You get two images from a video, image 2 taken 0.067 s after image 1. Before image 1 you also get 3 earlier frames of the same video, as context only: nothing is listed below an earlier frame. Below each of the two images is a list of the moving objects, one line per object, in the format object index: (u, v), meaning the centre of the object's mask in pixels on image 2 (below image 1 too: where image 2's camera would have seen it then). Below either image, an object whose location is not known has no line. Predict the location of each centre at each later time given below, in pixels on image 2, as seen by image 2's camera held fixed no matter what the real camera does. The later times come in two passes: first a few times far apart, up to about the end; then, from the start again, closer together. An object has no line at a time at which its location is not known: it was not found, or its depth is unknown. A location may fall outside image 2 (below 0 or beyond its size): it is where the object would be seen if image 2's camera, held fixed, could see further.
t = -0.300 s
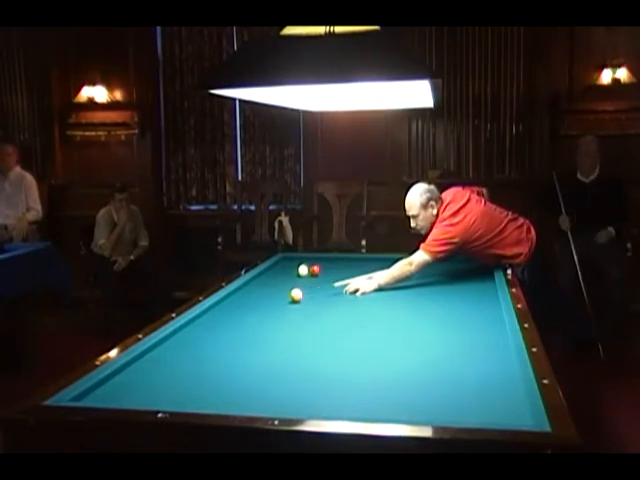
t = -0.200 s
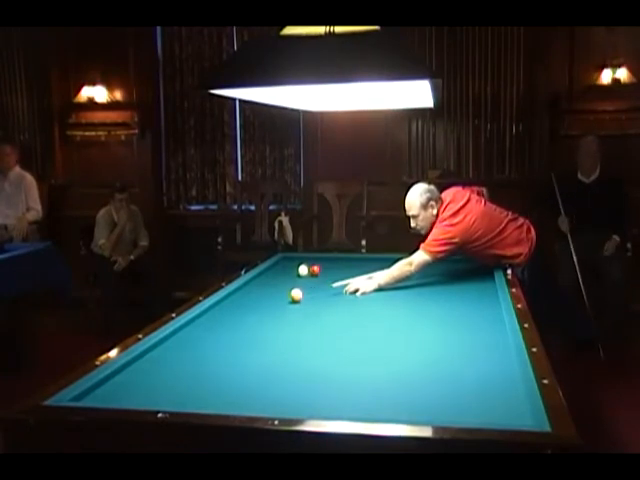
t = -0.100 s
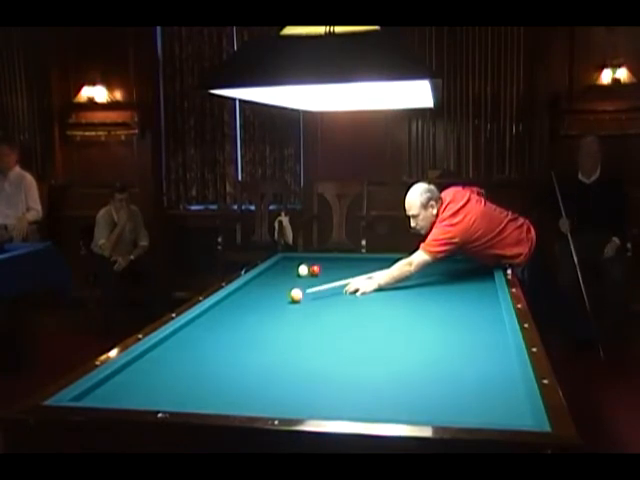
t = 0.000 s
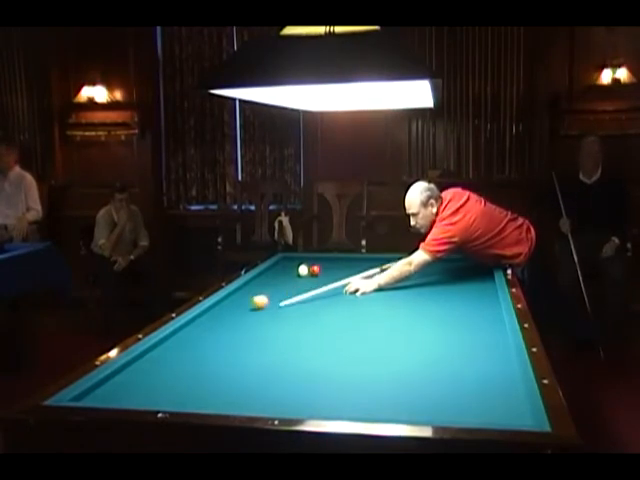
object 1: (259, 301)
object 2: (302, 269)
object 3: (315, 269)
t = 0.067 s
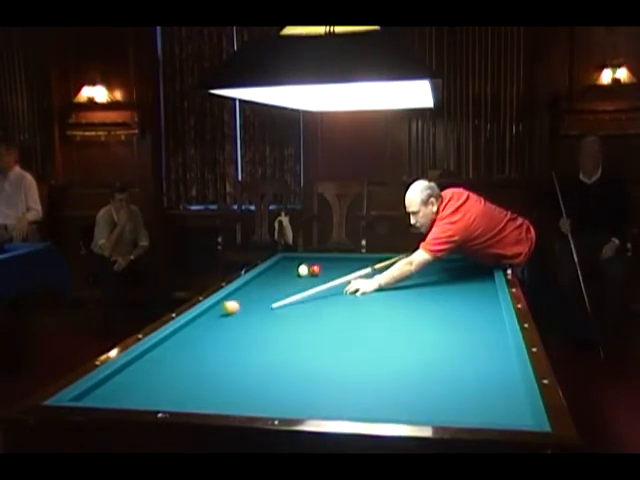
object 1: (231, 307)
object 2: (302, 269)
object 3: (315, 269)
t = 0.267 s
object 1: (222, 328)
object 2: (302, 269)
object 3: (315, 269)
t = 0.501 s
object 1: (241, 360)
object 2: (302, 269)
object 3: (314, 269)
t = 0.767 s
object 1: (268, 406)
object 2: (302, 269)
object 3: (314, 269)
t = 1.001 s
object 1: (370, 382)
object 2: (302, 269)
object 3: (315, 269)
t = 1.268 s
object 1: (458, 360)
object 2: (302, 269)
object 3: (314, 269)
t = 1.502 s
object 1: (486, 342)
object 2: (302, 269)
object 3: (314, 269)
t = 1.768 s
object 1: (443, 324)
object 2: (302, 269)
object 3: (315, 269)
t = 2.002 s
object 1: (413, 311)
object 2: (302, 269)
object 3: (315, 269)
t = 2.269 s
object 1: (384, 298)
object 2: (302, 269)
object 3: (315, 269)
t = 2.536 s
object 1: (359, 288)
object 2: (302, 269)
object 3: (315, 269)
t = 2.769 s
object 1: (340, 279)
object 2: (302, 269)
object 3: (314, 269)
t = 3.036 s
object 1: (323, 271)
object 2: (302, 269)
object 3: (314, 269)
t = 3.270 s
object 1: (326, 268)
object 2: (290, 270)
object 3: (308, 266)
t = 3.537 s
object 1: (330, 264)
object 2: (277, 270)
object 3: (305, 263)
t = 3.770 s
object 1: (332, 262)
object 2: (265, 271)
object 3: (303, 260)
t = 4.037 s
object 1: (335, 258)
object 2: (271, 271)
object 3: (299, 257)
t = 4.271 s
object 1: (334, 257)
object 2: (277, 271)
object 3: (295, 256)
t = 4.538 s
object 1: (327, 259)
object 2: (282, 271)
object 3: (292, 257)
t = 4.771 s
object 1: (321, 260)
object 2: (287, 271)
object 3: (288, 259)
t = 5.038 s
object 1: (315, 261)
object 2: (292, 272)
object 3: (284, 260)
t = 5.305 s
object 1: (309, 262)
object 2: (296, 272)
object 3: (280, 262)
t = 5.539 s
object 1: (304, 263)
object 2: (300, 273)
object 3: (278, 262)
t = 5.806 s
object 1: (299, 264)
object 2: (304, 273)
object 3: (277, 263)
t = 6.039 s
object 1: (294, 266)
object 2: (307, 273)
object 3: (277, 264)
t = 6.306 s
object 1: (290, 267)
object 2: (310, 274)
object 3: (276, 265)
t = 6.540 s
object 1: (286, 268)
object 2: (312, 274)
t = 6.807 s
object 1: (282, 269)
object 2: (314, 274)
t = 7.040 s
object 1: (280, 270)
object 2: (315, 274)
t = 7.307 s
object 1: (277, 271)
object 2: (316, 274)
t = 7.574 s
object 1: (274, 271)
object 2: (316, 274)
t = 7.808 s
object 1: (272, 272)
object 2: (317, 274)
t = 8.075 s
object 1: (271, 273)
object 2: (317, 274)
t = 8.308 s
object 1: (270, 273)
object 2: (316, 274)
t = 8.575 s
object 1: (269, 273)
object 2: (316, 274)
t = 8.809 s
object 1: (268, 274)
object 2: (316, 274)
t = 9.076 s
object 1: (266, 275)
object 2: (316, 274)
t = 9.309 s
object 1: (265, 276)
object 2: (316, 274)
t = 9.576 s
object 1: (265, 276)
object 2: (317, 274)
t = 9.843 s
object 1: (264, 276)
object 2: (316, 274)
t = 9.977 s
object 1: (264, 276)
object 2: (316, 274)
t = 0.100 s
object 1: (216, 310)
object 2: (302, 269)
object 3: (315, 269)
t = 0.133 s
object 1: (206, 313)
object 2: (302, 269)
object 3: (315, 269)
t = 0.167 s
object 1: (210, 317)
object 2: (302, 269)
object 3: (315, 269)
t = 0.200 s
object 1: (214, 320)
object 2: (302, 269)
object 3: (315, 269)
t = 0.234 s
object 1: (218, 324)
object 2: (302, 269)
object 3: (315, 269)
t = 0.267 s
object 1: (222, 328)
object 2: (302, 269)
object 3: (315, 269)
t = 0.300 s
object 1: (225, 332)
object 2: (302, 269)
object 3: (315, 269)
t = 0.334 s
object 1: (228, 336)
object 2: (302, 269)
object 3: (315, 269)
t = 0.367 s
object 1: (230, 340)
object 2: (302, 269)
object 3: (315, 269)
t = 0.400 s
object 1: (233, 345)
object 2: (302, 269)
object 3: (314, 269)
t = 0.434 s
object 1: (235, 350)
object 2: (302, 269)
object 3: (314, 269)
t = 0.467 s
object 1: (238, 355)
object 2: (302, 269)
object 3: (314, 269)
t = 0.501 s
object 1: (241, 360)
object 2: (302, 269)
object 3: (314, 269)
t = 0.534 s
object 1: (243, 365)
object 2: (302, 269)
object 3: (314, 269)
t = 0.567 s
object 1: (246, 371)
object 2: (302, 269)
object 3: (314, 269)
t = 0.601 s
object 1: (250, 377)
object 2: (302, 269)
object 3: (314, 269)
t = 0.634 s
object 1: (253, 384)
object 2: (302, 269)
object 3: (314, 269)
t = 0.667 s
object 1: (257, 390)
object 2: (302, 269)
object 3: (314, 269)
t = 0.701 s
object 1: (260, 397)
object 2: (302, 269)
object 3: (314, 269)
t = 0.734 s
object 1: (264, 402)
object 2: (302, 269)
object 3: (314, 269)
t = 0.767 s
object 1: (268, 406)
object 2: (302, 269)
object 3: (314, 269)
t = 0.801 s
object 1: (284, 404)
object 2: (302, 269)
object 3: (314, 269)
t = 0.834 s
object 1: (300, 401)
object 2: (302, 269)
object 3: (314, 269)
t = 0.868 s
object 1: (315, 398)
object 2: (302, 269)
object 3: (315, 269)
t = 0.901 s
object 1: (329, 393)
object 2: (302, 269)
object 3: (314, 269)
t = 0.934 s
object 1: (344, 389)
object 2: (302, 269)
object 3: (315, 269)
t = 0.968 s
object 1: (357, 386)
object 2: (302, 269)
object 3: (314, 269)
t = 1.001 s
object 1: (370, 382)
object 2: (302, 269)
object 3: (315, 269)
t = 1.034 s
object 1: (382, 379)
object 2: (302, 269)
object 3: (315, 269)
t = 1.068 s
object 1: (393, 376)
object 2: (302, 269)
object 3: (315, 269)
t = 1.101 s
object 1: (405, 373)
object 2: (302, 269)
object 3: (315, 269)
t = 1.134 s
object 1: (416, 371)
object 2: (302, 269)
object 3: (315, 269)
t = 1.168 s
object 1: (427, 368)
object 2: (302, 269)
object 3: (314, 269)
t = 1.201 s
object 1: (438, 365)
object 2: (302, 269)
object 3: (314, 269)
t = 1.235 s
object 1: (448, 363)
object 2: (302, 269)
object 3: (314, 269)
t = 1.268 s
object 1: (458, 360)
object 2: (302, 269)
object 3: (314, 269)
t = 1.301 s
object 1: (468, 358)
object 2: (302, 269)
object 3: (314, 269)
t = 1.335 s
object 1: (478, 356)
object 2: (302, 269)
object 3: (314, 269)
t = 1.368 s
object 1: (487, 353)
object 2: (302, 269)
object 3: (314, 269)
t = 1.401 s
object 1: (497, 350)
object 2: (302, 269)
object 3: (314, 269)
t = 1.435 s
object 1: (502, 348)
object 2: (302, 269)
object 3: (314, 269)
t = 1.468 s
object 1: (494, 345)
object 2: (302, 269)
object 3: (314, 269)
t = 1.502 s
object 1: (486, 342)
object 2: (302, 269)
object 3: (314, 269)
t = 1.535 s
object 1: (479, 340)
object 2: (302, 269)
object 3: (314, 269)
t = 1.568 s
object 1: (473, 337)
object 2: (302, 269)
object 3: (315, 269)
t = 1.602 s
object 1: (468, 335)
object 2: (302, 269)
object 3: (315, 269)
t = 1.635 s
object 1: (463, 332)
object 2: (302, 269)
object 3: (315, 269)
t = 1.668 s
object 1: (458, 330)
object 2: (302, 269)
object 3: (315, 269)
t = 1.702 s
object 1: (453, 328)
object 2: (302, 269)
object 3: (314, 269)
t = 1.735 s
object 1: (448, 326)
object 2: (302, 269)
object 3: (315, 269)
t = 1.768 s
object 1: (443, 324)
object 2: (302, 269)
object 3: (315, 269)
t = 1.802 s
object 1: (438, 322)
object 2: (302, 269)
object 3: (315, 269)
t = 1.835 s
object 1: (434, 320)
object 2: (302, 269)
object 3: (315, 269)
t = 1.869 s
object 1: (430, 318)
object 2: (302, 269)
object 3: (315, 269)
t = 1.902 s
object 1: (425, 316)
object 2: (302, 269)
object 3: (315, 269)
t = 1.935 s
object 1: (421, 314)
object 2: (302, 269)
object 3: (315, 269)
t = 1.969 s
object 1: (417, 313)
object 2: (302, 269)
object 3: (315, 269)
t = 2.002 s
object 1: (413, 311)
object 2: (302, 269)
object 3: (315, 269)
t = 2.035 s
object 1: (409, 309)
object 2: (302, 269)
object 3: (315, 269)
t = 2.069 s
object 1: (405, 308)
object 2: (302, 269)
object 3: (315, 269)
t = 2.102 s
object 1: (401, 306)
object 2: (302, 269)
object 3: (315, 269)
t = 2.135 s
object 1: (398, 305)
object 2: (302, 269)
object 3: (315, 269)
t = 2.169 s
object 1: (394, 303)
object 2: (302, 269)
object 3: (315, 269)
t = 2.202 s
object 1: (391, 301)
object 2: (302, 269)
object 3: (315, 269)
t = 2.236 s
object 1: (387, 300)
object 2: (302, 269)
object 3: (315, 269)
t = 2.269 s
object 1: (384, 298)
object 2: (302, 269)
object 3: (315, 269)
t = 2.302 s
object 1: (381, 297)
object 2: (302, 269)
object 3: (315, 269)
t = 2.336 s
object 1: (377, 295)
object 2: (302, 269)
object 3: (315, 269)
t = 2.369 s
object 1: (374, 294)
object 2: (302, 269)
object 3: (315, 269)
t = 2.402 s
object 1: (371, 293)
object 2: (302, 269)
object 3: (315, 269)
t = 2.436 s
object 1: (368, 291)
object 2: (302, 269)
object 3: (315, 269)
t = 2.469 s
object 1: (365, 290)
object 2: (302, 269)
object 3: (315, 269)
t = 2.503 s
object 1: (362, 289)
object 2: (302, 269)
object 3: (315, 269)
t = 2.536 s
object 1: (359, 288)
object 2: (302, 269)
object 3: (315, 269)
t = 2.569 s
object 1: (356, 286)
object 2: (302, 269)
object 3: (315, 269)
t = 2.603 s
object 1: (353, 285)
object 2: (302, 269)
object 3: (315, 269)
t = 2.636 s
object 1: (351, 284)
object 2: (302, 269)
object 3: (315, 269)
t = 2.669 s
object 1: (348, 283)
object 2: (302, 269)
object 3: (315, 269)
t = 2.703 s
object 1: (345, 281)
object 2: (302, 269)
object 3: (315, 269)
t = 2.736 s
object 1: (343, 280)
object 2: (302, 269)
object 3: (315, 269)
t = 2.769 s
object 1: (340, 279)
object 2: (302, 269)
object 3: (314, 269)
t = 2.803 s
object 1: (338, 278)
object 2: (302, 269)
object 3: (314, 269)
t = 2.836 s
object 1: (335, 277)
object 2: (302, 269)
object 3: (314, 269)
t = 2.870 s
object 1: (333, 276)
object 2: (302, 269)
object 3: (314, 269)
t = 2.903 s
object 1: (331, 275)
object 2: (302, 269)
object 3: (314, 269)
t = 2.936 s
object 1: (328, 274)
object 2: (302, 269)
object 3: (314, 269)
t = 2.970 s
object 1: (326, 273)
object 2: (302, 269)
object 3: (314, 269)
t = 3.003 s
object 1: (324, 272)
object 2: (302, 269)
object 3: (314, 269)
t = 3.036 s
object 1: (323, 271)
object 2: (302, 269)
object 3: (314, 269)
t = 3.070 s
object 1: (323, 271)
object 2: (301, 269)
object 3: (313, 268)
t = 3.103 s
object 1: (324, 270)
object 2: (299, 269)
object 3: (311, 268)
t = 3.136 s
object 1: (325, 270)
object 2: (297, 269)
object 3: (310, 268)
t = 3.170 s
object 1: (325, 269)
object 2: (296, 269)
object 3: (310, 267)
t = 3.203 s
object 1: (326, 269)
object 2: (294, 270)
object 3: (310, 267)
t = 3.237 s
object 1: (326, 268)
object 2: (292, 270)
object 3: (309, 266)
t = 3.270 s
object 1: (326, 268)
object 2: (290, 270)
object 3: (308, 266)
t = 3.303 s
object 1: (327, 267)
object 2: (289, 270)
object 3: (308, 266)
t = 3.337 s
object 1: (327, 267)
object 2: (287, 270)
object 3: (308, 265)
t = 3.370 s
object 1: (327, 266)
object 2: (285, 270)
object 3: (307, 265)
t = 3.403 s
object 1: (328, 266)
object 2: (283, 270)
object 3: (307, 264)
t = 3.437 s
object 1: (329, 265)
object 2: (282, 270)
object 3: (307, 264)
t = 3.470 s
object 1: (329, 265)
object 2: (280, 270)
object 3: (306, 263)
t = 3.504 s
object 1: (329, 265)
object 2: (279, 270)
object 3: (306, 262)
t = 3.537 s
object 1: (330, 264)
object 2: (277, 270)
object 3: (305, 263)
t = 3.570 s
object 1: (330, 264)
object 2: (275, 270)
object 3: (305, 262)
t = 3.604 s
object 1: (330, 264)
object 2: (273, 270)
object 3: (305, 262)
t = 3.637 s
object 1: (331, 263)
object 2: (272, 270)
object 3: (304, 261)
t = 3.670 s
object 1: (331, 263)
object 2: (270, 270)
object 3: (304, 261)
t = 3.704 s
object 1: (331, 262)
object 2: (269, 271)
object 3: (304, 260)
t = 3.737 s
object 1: (332, 262)
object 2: (267, 271)
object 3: (303, 260)
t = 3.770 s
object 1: (332, 262)
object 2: (265, 271)
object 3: (303, 260)
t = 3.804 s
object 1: (332, 261)
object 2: (265, 271)
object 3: (302, 260)
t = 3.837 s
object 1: (333, 261)
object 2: (266, 271)
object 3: (301, 259)
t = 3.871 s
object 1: (333, 261)
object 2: (267, 271)
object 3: (301, 259)
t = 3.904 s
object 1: (334, 260)
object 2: (268, 271)
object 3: (301, 259)
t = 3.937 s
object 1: (334, 260)
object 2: (269, 271)
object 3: (301, 259)
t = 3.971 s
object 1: (334, 259)
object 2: (269, 271)
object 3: (300, 258)
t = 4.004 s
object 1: (335, 259)
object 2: (270, 271)
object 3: (300, 257)
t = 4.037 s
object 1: (335, 258)
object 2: (271, 271)
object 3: (299, 257)
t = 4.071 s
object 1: (335, 258)
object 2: (272, 271)
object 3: (299, 257)
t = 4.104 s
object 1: (335, 258)
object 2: (272, 271)
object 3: (299, 257)
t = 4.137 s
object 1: (336, 257)
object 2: (273, 271)
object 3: (298, 256)
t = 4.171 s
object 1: (336, 257)
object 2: (274, 271)
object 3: (298, 256)
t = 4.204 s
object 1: (336, 257)
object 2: (275, 271)
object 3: (297, 256)
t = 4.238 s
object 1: (335, 257)
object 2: (276, 271)
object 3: (296, 257)
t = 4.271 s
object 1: (334, 257)
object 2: (277, 271)
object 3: (295, 256)
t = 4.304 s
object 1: (333, 257)
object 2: (277, 271)
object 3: (295, 256)
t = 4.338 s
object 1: (332, 258)
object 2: (278, 271)
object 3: (294, 256)
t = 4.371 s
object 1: (331, 258)
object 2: (279, 271)
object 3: (294, 257)
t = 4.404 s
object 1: (330, 258)
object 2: (279, 271)
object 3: (293, 257)
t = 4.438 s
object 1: (330, 258)
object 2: (280, 271)
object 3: (293, 257)
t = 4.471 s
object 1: (329, 258)
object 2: (281, 271)
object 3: (293, 257)
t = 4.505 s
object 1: (328, 258)
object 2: (282, 271)
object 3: (292, 257)
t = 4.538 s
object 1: (327, 259)
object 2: (282, 271)
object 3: (292, 257)
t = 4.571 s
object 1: (326, 259)
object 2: (283, 271)
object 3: (290, 257)
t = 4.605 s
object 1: (325, 259)
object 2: (284, 271)
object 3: (290, 257)
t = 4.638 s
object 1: (325, 259)
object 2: (284, 272)
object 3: (290, 258)
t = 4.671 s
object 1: (324, 259)
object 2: (285, 271)
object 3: (289, 258)
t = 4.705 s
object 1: (323, 259)
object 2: (286, 271)
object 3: (289, 258)
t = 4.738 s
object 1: (322, 259)
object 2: (286, 271)
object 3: (288, 259)
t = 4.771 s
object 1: (321, 260)
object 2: (287, 271)
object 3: (288, 259)
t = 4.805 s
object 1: (321, 260)
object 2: (287, 271)
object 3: (287, 259)
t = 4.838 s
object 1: (320, 260)
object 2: (288, 271)
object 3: (286, 260)
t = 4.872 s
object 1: (319, 260)
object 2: (289, 271)
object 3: (286, 260)
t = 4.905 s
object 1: (318, 261)
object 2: (289, 271)
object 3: (286, 260)
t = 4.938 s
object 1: (318, 261)
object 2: (290, 272)
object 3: (285, 260)
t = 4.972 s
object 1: (317, 261)
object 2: (291, 272)
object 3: (285, 260)
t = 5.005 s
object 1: (316, 261)
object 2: (291, 272)
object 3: (285, 260)
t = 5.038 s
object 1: (315, 261)
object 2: (292, 272)
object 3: (284, 260)
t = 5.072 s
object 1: (314, 261)
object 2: (292, 272)
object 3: (283, 261)
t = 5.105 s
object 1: (314, 262)
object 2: (293, 272)
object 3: (283, 261)
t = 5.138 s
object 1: (313, 262)
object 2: (293, 272)
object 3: (283, 261)
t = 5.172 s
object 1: (312, 262)
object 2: (294, 272)
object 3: (282, 261)
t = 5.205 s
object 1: (311, 262)
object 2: (295, 272)
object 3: (282, 262)
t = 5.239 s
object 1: (311, 262)
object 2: (295, 272)
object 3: (281, 262)
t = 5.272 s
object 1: (310, 262)
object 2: (296, 272)
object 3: (281, 262)
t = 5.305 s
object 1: (309, 262)
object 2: (296, 272)
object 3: (280, 262)
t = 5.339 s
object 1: (308, 263)
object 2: (297, 272)
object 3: (280, 262)
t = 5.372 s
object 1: (308, 263)
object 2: (298, 272)
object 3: (279, 262)
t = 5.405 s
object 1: (307, 263)
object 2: (298, 272)
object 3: (279, 262)
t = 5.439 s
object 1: (306, 263)
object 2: (299, 272)
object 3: (278, 262)
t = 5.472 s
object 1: (306, 263)
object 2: (299, 273)
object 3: (278, 262)
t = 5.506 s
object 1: (305, 263)
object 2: (299, 273)
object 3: (278, 262)
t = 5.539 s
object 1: (304, 263)
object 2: (300, 273)
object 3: (278, 262)
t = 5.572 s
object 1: (304, 263)
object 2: (301, 273)
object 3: (278, 262)
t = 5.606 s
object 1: (303, 263)
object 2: (301, 274)
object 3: (277, 262)
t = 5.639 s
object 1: (302, 263)
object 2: (301, 274)
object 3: (277, 262)
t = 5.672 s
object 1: (302, 263)
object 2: (302, 274)
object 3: (277, 262)
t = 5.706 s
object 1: (301, 264)
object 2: (302, 274)
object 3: (277, 262)
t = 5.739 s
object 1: (300, 264)
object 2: (303, 273)
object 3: (277, 263)
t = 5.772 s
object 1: (299, 264)
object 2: (304, 273)
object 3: (277, 263)
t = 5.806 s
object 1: (299, 264)
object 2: (304, 273)
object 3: (277, 263)
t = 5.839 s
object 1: (298, 264)
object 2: (305, 273)
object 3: (277, 263)
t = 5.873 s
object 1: (297, 265)
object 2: (305, 273)
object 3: (277, 263)
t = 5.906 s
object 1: (297, 265)
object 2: (306, 273)
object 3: (277, 264)
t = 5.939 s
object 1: (296, 265)
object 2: (306, 273)
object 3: (277, 264)
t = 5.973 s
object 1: (295, 265)
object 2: (306, 273)
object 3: (277, 264)
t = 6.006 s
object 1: (295, 265)
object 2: (307, 273)
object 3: (277, 264)
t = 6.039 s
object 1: (294, 266)
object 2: (307, 273)
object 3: (277, 264)
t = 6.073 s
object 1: (294, 266)
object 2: (307, 273)
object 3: (277, 264)
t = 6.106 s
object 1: (293, 266)
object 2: (308, 273)
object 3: (277, 264)
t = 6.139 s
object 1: (293, 266)
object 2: (308, 273)
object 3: (276, 264)
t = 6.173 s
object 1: (292, 266)
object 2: (309, 273)
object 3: (276, 264)
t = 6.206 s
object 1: (292, 266)
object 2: (309, 273)
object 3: (276, 265)
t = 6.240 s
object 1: (291, 267)
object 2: (309, 273)
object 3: (276, 265)
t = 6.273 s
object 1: (290, 267)
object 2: (310, 273)
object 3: (276, 265)
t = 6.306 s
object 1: (290, 267)
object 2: (310, 274)
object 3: (276, 265)
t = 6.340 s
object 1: (289, 267)
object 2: (310, 273)
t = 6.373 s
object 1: (289, 267)
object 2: (311, 273)
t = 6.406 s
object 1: (288, 267)
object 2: (311, 274)
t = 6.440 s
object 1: (287, 267)
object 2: (311, 274)
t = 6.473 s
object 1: (287, 267)
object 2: (311, 273)
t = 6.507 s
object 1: (286, 268)
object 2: (312, 273)
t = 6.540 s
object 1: (286, 268)
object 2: (312, 274)
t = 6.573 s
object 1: (285, 268)
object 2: (312, 274)
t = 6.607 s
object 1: (285, 268)
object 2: (312, 273)
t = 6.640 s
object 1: (285, 268)
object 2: (313, 274)
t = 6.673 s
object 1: (284, 268)
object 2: (313, 274)
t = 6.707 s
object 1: (283, 269)
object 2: (313, 274)
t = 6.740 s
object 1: (283, 269)
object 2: (313, 273)
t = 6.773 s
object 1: (283, 269)
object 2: (313, 274)
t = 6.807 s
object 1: (282, 269)
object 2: (314, 274)
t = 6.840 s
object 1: (282, 269)
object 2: (314, 274)
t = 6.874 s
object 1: (282, 269)
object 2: (314, 274)
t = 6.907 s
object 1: (281, 269)
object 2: (314, 274)
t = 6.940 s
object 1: (281, 270)
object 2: (314, 274)
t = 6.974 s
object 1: (280, 270)
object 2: (315, 274)
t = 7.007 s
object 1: (280, 270)
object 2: (315, 274)
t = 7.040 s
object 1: (280, 270)
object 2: (315, 274)
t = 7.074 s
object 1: (279, 270)
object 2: (315, 274)
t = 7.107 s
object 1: (279, 270)
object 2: (315, 274)
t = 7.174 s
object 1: (278, 270)
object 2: (315, 274)
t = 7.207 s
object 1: (278, 270)
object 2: (315, 274)
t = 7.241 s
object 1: (277, 271)
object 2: (316, 274)
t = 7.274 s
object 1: (277, 271)
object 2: (316, 274)
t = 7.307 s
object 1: (277, 271)
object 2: (316, 274)
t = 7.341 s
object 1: (276, 271)
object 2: (316, 274)
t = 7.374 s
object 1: (276, 271)
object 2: (316, 274)
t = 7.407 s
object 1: (276, 271)
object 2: (316, 274)
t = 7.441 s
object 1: (275, 271)
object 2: (316, 274)
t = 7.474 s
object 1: (275, 271)
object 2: (316, 274)
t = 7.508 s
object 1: (275, 271)
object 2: (316, 274)
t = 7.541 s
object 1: (274, 271)
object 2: (316, 274)
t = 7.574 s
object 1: (274, 271)
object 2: (316, 274)
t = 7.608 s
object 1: (274, 271)
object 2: (316, 274)
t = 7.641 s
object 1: (274, 272)
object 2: (316, 274)
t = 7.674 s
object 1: (273, 272)
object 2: (316, 274)
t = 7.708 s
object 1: (273, 272)
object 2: (317, 274)
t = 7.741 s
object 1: (273, 272)
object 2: (316, 274)
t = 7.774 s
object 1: (273, 272)
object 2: (317, 274)
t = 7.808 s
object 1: (272, 272)
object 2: (317, 274)
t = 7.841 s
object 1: (272, 272)
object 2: (317, 274)
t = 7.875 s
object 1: (272, 272)
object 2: (317, 274)
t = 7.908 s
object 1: (272, 272)
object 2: (316, 274)
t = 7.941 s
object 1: (272, 272)
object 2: (317, 274)
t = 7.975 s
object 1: (271, 272)
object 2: (317, 274)
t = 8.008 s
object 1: (271, 272)
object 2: (317, 274)
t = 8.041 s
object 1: (271, 272)
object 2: (317, 274)
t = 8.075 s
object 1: (271, 273)
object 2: (317, 274)
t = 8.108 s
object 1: (271, 272)
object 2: (317, 274)
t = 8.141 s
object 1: (271, 272)
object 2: (317, 274)
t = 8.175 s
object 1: (270, 273)
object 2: (317, 274)
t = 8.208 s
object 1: (270, 273)
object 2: (316, 274)
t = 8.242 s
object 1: (270, 273)
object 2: (316, 274)
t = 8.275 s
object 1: (270, 273)
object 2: (316, 274)
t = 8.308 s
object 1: (270, 273)
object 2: (316, 274)
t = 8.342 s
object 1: (270, 273)
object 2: (316, 274)
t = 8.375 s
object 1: (270, 273)
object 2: (316, 274)
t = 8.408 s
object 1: (270, 273)
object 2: (316, 274)
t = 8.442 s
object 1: (269, 273)
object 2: (316, 274)
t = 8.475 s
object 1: (269, 273)
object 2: (316, 274)
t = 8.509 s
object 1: (269, 273)
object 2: (316, 274)
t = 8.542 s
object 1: (269, 273)
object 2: (316, 274)
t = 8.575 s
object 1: (269, 273)
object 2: (316, 274)
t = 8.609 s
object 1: (269, 273)
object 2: (316, 274)
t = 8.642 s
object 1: (269, 273)
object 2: (316, 274)
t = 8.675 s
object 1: (268, 274)
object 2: (316, 274)
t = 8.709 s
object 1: (268, 274)
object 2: (316, 274)
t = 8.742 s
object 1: (268, 274)
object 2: (316, 274)
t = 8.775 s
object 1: (268, 274)
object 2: (316, 274)
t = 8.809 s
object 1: (268, 274)
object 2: (316, 274)
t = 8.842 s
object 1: (268, 274)
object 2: (316, 274)
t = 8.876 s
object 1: (268, 274)
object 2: (316, 274)
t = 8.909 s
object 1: (268, 274)
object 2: (316, 274)
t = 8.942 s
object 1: (267, 275)
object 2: (316, 274)
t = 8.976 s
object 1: (267, 275)
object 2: (317, 274)
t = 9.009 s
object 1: (267, 275)
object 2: (317, 274)
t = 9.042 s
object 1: (267, 275)
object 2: (316, 274)
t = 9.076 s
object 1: (266, 275)
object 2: (316, 274)
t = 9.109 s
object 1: (266, 275)
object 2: (316, 274)
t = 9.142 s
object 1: (266, 276)
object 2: (316, 274)
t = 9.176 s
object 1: (266, 275)
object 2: (316, 274)
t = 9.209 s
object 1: (266, 275)
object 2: (317, 274)
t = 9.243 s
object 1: (265, 276)
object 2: (317, 274)
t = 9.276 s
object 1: (265, 276)
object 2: (317, 274)
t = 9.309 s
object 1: (265, 276)
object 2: (316, 274)
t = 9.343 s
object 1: (265, 276)
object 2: (316, 274)
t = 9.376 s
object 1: (265, 275)
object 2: (316, 274)
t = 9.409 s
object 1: (265, 276)
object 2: (316, 274)
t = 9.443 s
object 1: (265, 276)
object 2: (316, 274)
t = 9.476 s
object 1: (265, 276)
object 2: (316, 274)
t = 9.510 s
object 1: (265, 276)
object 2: (316, 273)
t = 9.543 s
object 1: (265, 276)
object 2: (317, 274)
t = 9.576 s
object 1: (265, 276)
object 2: (317, 274)
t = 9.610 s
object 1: (265, 276)
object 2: (316, 274)
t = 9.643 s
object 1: (265, 276)
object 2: (316, 274)
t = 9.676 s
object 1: (264, 276)
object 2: (316, 274)
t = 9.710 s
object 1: (264, 276)
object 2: (316, 274)
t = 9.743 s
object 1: (264, 276)
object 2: (316, 274)
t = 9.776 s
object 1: (264, 276)
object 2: (316, 274)
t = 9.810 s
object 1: (264, 276)
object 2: (316, 274)
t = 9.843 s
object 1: (264, 276)
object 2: (316, 274)
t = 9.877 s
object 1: (264, 276)
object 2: (316, 274)
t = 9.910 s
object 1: (264, 276)
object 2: (316, 274)
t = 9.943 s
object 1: (264, 276)
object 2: (316, 274)
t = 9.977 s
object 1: (264, 276)
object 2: (316, 274)
